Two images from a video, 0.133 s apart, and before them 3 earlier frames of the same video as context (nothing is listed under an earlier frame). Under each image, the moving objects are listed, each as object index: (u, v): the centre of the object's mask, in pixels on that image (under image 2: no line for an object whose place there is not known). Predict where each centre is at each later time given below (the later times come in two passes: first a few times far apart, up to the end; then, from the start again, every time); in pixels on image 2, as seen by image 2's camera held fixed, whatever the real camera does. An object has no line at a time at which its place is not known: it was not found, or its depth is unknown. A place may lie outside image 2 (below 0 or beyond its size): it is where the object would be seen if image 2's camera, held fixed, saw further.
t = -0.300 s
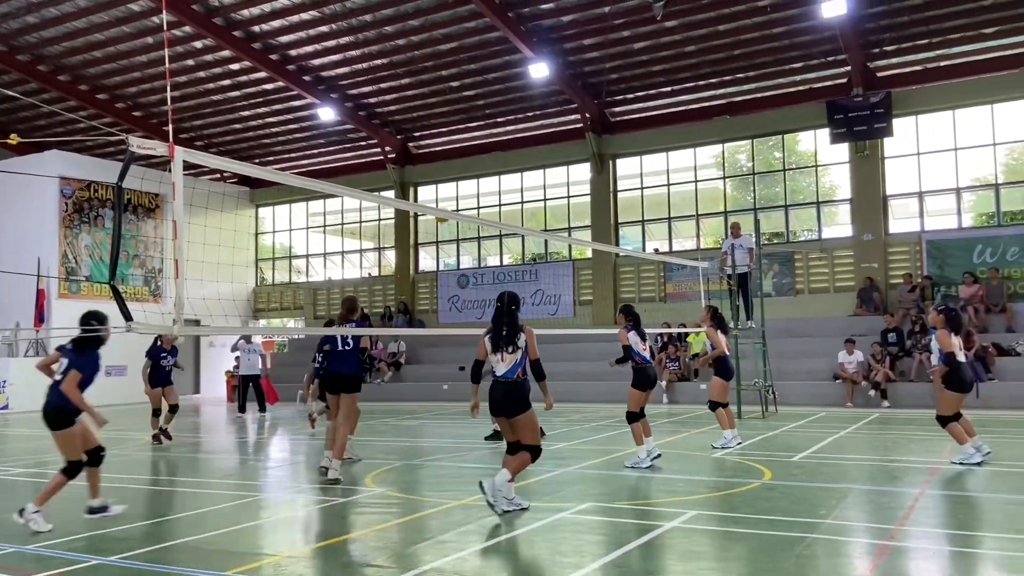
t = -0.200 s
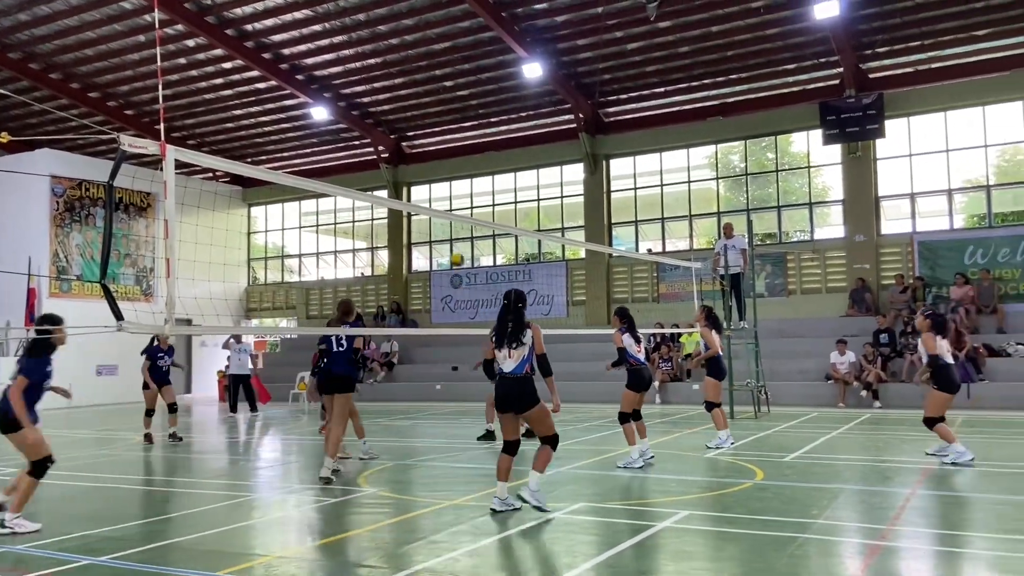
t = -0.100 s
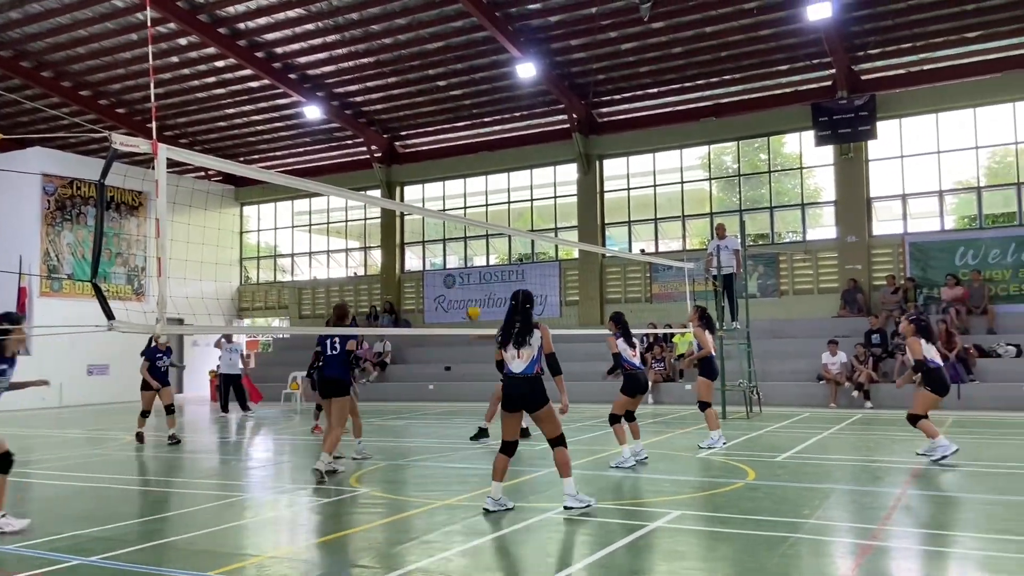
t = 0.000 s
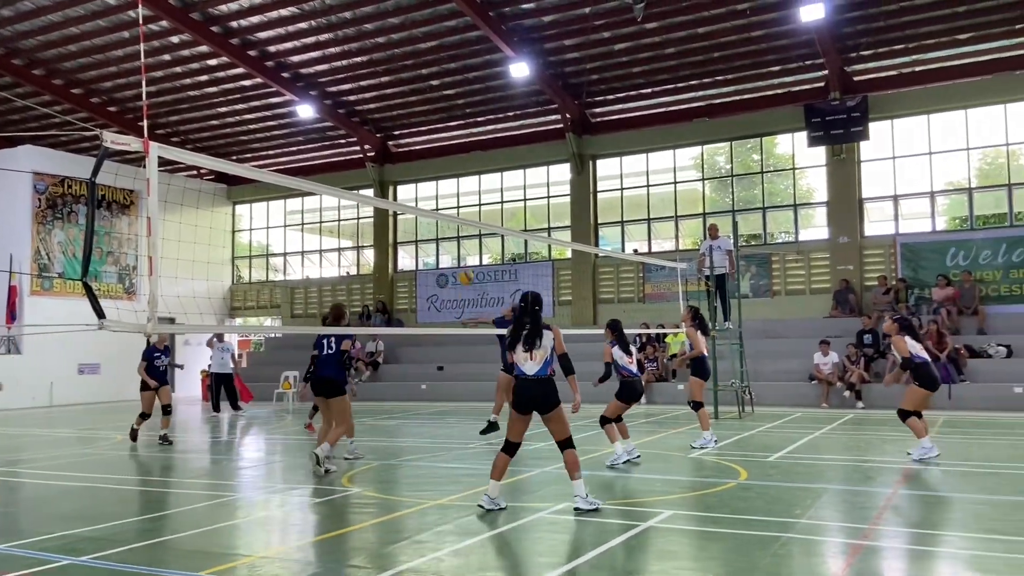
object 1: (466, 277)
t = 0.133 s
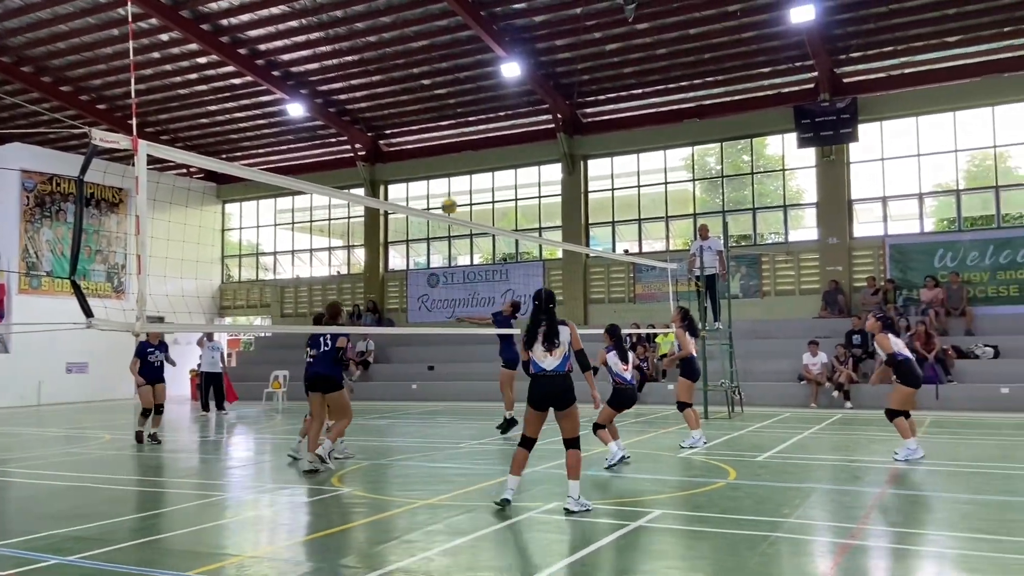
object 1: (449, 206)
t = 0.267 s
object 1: (441, 147)
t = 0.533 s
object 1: (428, 72)
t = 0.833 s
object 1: (414, 50)
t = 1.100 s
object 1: (401, 98)
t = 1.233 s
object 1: (395, 150)
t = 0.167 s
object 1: (447, 191)
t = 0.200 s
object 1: (445, 175)
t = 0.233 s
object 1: (443, 160)
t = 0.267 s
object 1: (441, 147)
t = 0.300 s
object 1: (439, 135)
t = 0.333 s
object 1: (438, 123)
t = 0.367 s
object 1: (436, 113)
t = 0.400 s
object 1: (435, 103)
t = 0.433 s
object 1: (433, 94)
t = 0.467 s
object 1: (432, 85)
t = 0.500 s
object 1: (430, 78)
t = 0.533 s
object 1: (428, 72)
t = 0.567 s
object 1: (427, 65)
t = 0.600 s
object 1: (425, 60)
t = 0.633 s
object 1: (423, 56)
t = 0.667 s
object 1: (422, 53)
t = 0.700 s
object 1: (420, 51)
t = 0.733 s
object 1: (419, 49)
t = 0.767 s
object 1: (417, 49)
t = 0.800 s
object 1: (415, 49)
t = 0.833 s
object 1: (414, 50)
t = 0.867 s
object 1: (412, 53)
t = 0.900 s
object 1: (411, 57)
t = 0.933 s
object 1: (409, 61)
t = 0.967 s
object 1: (407, 66)
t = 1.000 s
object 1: (406, 73)
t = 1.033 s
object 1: (403, 81)
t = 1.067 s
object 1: (403, 88)
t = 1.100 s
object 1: (401, 98)
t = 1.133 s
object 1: (400, 110)
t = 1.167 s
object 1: (398, 121)
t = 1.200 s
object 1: (396, 135)
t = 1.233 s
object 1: (395, 150)
